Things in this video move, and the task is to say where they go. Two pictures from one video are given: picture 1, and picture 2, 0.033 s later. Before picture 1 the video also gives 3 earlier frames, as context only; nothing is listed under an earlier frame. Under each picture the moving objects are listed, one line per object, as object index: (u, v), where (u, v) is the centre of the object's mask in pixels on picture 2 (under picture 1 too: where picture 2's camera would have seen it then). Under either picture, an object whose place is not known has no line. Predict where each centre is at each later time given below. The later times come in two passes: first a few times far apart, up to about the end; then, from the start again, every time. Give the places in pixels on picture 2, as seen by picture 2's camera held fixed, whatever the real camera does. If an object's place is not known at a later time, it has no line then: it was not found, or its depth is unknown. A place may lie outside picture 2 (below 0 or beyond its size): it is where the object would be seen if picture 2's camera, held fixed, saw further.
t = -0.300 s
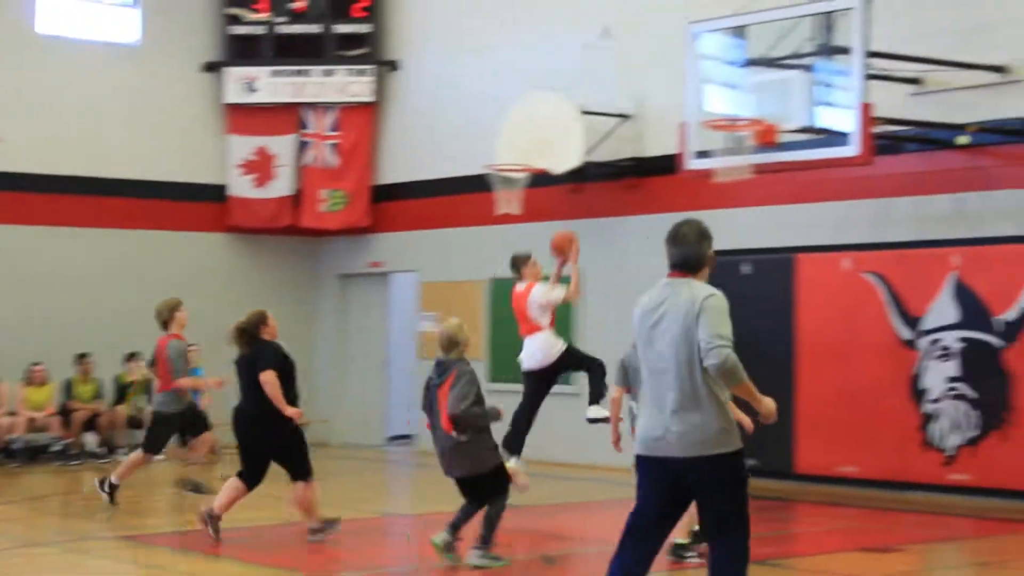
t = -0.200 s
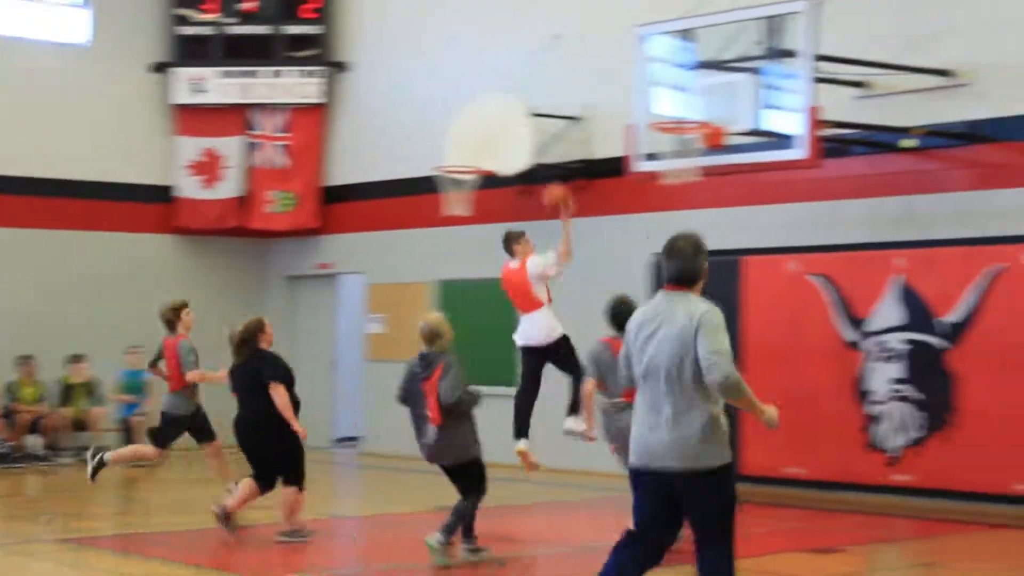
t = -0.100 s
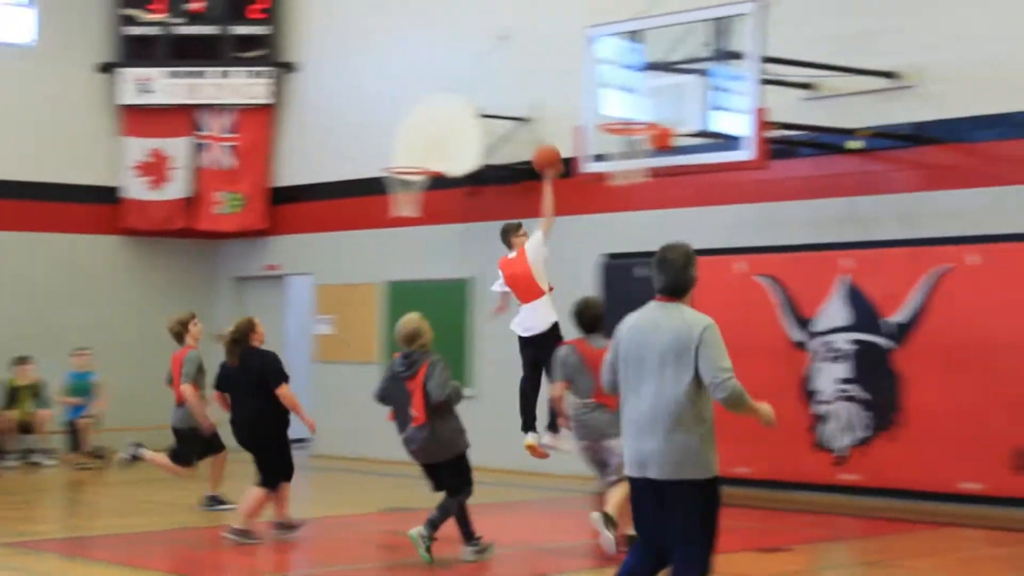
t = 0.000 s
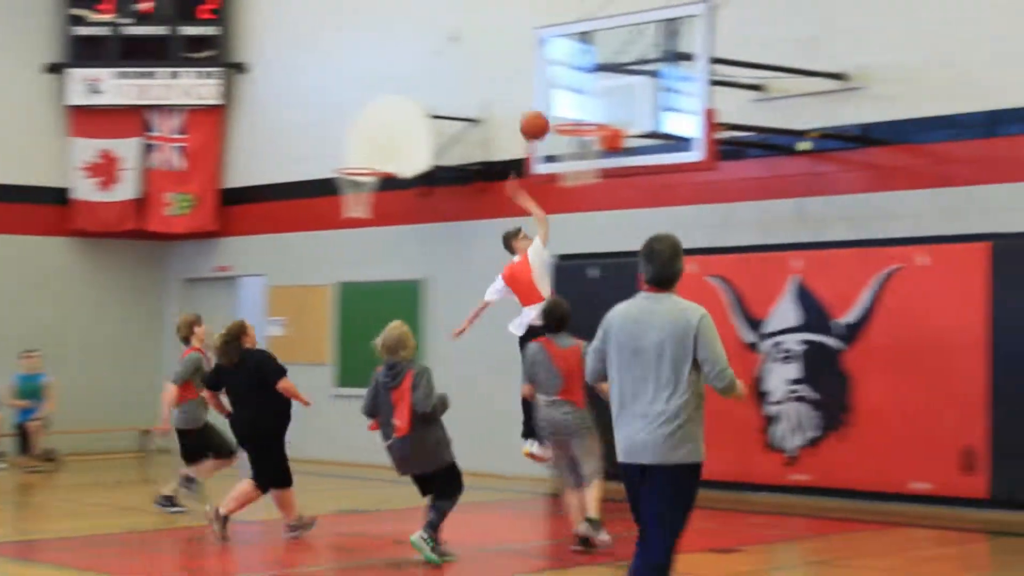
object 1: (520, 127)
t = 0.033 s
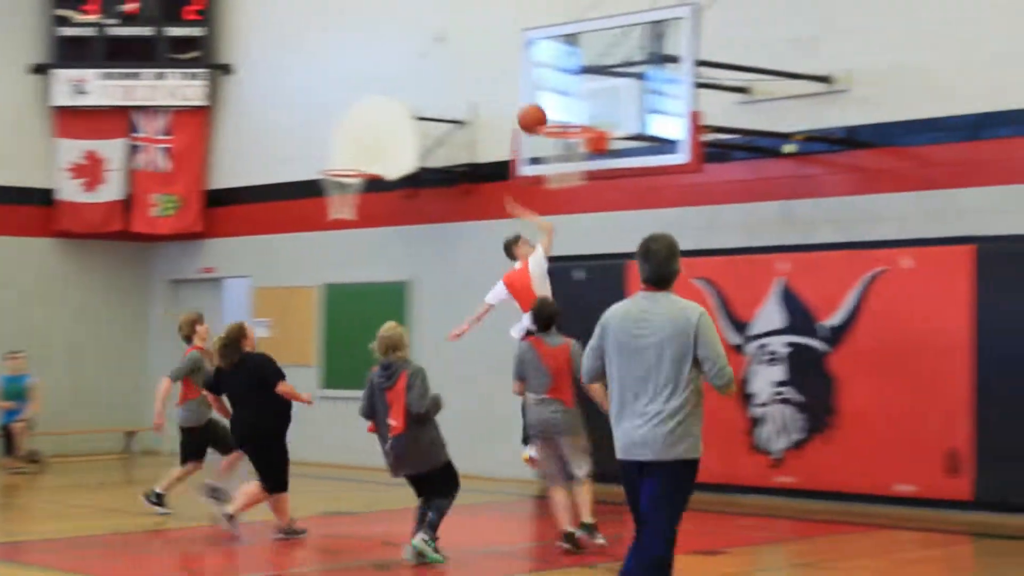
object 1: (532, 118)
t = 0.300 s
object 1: (571, 99)
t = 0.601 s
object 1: (561, 109)
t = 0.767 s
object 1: (558, 144)
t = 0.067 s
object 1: (544, 112)
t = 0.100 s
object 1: (556, 106)
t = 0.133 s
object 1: (568, 102)
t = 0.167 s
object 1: (576, 99)
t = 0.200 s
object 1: (575, 96)
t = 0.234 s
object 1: (574, 95)
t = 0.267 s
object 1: (573, 96)
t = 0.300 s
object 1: (571, 99)
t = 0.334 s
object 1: (569, 101)
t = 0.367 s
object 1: (567, 105)
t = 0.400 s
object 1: (566, 110)
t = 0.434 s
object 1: (565, 109)
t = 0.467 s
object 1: (564, 106)
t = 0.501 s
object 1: (564, 104)
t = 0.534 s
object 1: (562, 104)
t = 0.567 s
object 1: (562, 105)
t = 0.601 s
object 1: (561, 109)
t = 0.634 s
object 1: (560, 113)
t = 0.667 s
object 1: (560, 119)
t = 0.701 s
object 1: (559, 126)
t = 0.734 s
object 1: (558, 134)
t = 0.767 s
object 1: (558, 144)
